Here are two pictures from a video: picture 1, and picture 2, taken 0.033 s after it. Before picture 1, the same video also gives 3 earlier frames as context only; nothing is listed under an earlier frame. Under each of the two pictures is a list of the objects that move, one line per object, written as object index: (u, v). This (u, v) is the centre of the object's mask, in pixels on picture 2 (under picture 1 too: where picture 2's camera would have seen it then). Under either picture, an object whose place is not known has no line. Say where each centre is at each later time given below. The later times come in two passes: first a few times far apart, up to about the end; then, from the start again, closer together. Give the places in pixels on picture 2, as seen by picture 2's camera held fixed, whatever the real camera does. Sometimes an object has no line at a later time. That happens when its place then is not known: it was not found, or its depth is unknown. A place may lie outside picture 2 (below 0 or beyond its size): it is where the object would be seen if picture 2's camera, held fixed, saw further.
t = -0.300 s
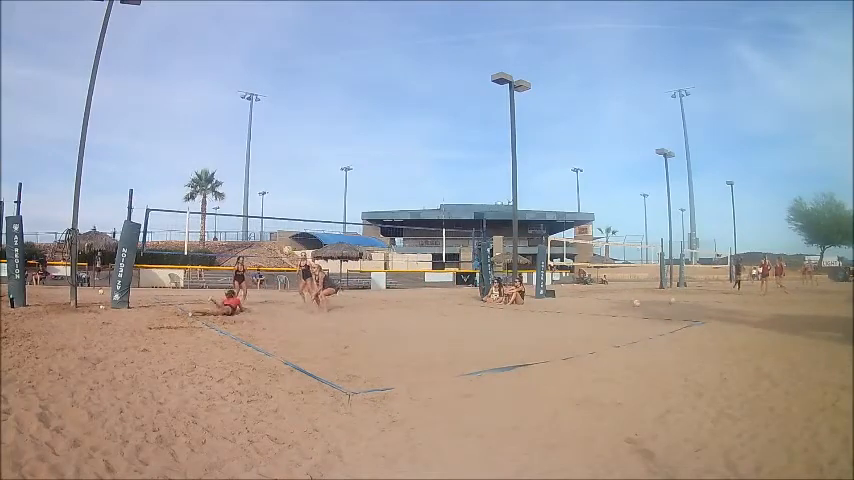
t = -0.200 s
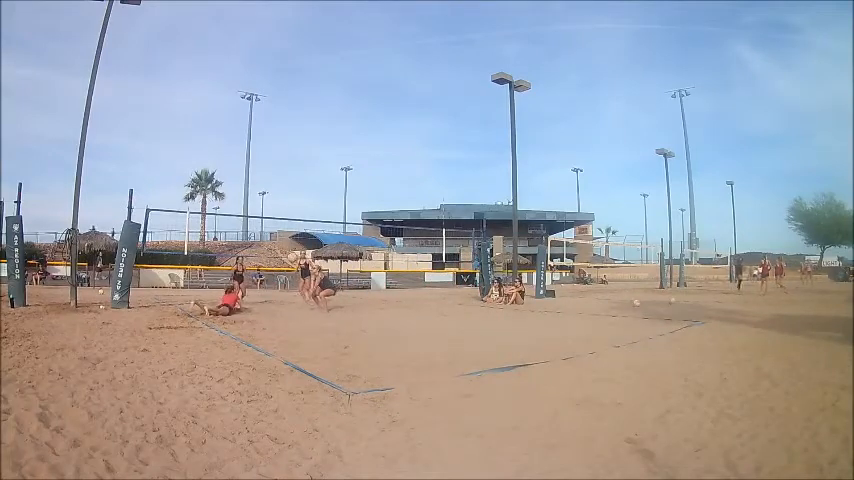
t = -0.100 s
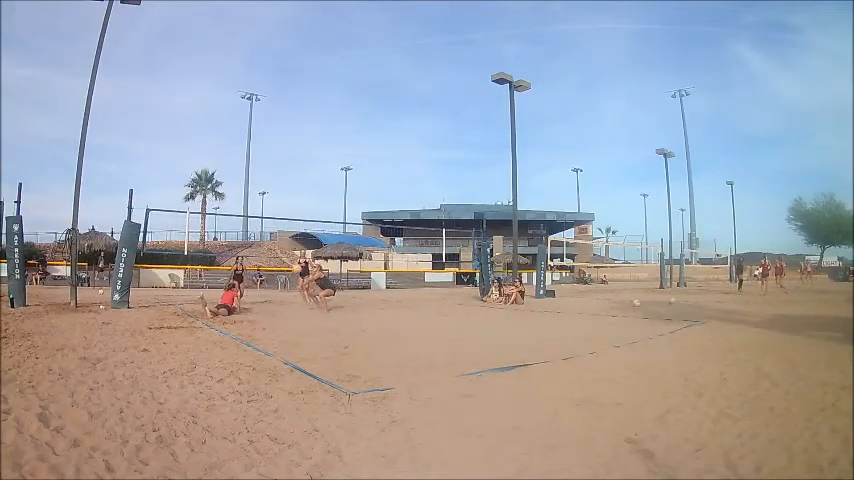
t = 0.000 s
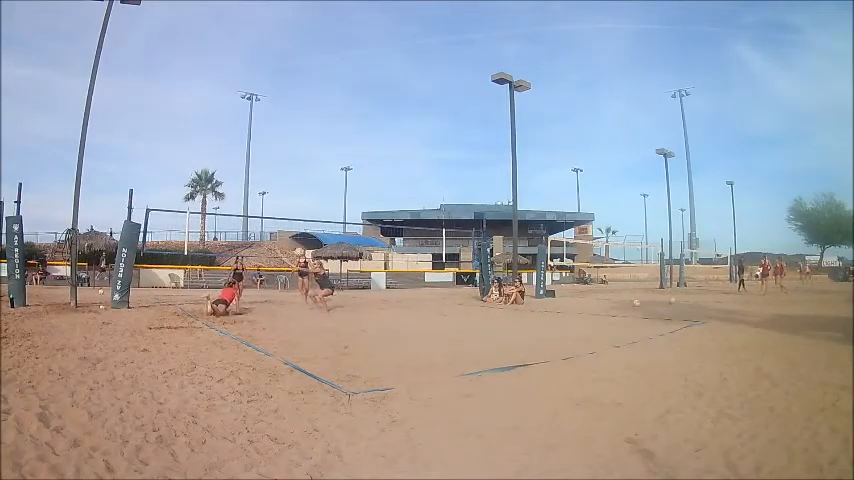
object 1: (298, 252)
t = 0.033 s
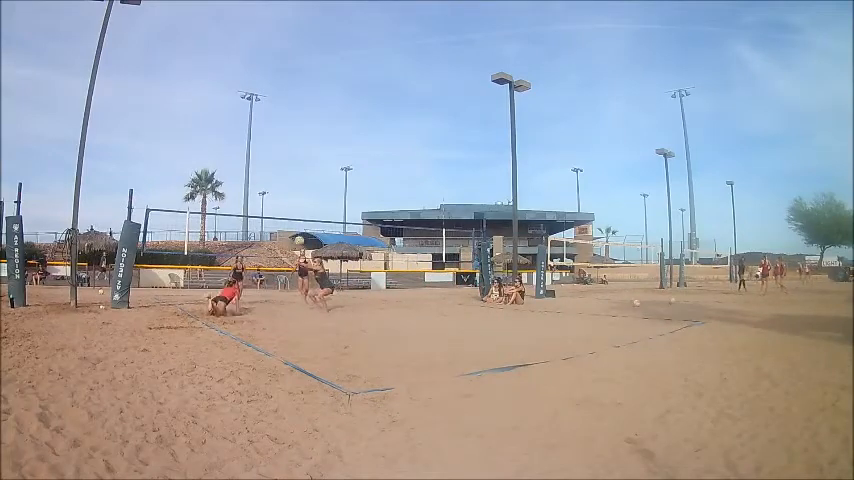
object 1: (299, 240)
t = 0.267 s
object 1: (300, 174)
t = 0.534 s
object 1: (302, 126)
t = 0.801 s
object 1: (302, 108)
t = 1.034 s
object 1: (301, 116)
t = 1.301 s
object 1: (298, 158)
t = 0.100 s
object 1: (300, 220)
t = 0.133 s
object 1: (300, 209)
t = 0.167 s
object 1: (300, 200)
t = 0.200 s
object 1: (300, 191)
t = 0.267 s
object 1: (300, 174)
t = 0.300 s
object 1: (300, 166)
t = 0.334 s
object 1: (301, 159)
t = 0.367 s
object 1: (301, 152)
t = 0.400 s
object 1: (301, 146)
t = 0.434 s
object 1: (301, 140)
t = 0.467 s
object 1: (302, 134)
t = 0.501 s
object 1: (302, 131)
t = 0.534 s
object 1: (302, 126)
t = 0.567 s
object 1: (302, 123)
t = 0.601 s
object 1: (303, 118)
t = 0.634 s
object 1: (302, 116)
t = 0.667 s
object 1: (302, 113)
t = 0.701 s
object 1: (302, 111)
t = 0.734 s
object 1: (302, 109)
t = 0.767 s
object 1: (302, 108)
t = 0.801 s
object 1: (302, 108)
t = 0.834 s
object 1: (302, 108)
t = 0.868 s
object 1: (302, 108)
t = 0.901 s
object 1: (302, 108)
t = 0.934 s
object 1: (302, 110)
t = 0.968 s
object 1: (302, 111)
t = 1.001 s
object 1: (301, 113)
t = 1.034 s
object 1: (301, 116)
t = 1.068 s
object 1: (301, 120)
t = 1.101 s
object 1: (301, 124)
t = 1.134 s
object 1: (300, 128)
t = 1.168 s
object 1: (300, 132)
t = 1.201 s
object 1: (299, 138)
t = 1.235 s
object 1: (299, 144)
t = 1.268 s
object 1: (298, 151)
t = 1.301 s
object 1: (298, 158)
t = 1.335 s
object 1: (297, 166)
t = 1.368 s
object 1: (297, 175)
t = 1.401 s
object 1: (296, 184)
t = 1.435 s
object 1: (295, 195)
